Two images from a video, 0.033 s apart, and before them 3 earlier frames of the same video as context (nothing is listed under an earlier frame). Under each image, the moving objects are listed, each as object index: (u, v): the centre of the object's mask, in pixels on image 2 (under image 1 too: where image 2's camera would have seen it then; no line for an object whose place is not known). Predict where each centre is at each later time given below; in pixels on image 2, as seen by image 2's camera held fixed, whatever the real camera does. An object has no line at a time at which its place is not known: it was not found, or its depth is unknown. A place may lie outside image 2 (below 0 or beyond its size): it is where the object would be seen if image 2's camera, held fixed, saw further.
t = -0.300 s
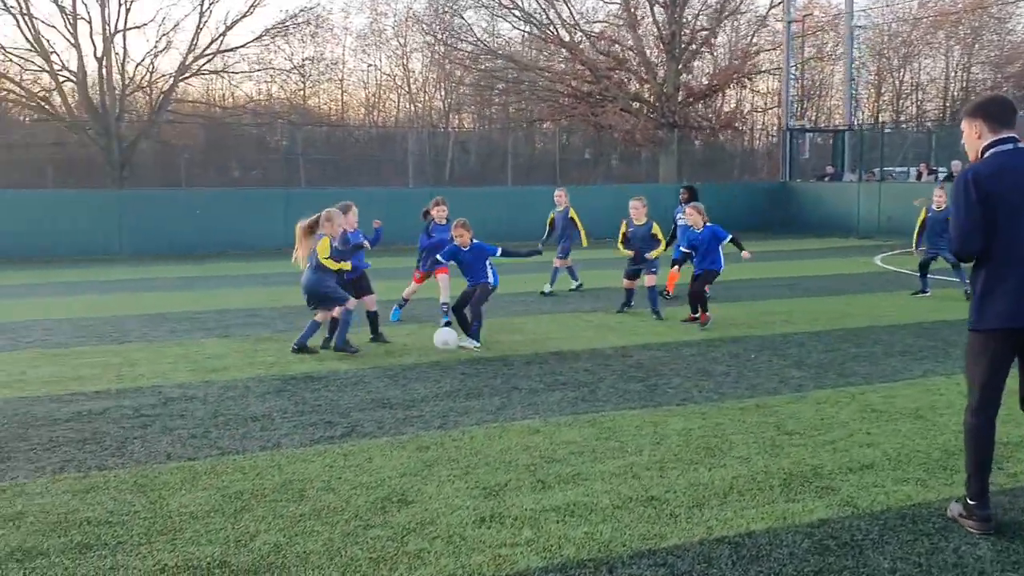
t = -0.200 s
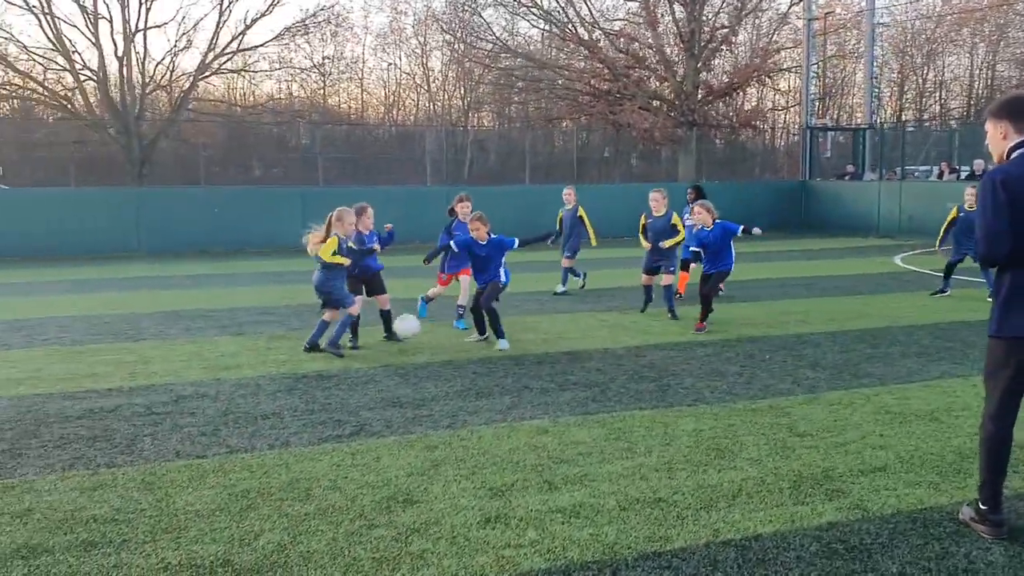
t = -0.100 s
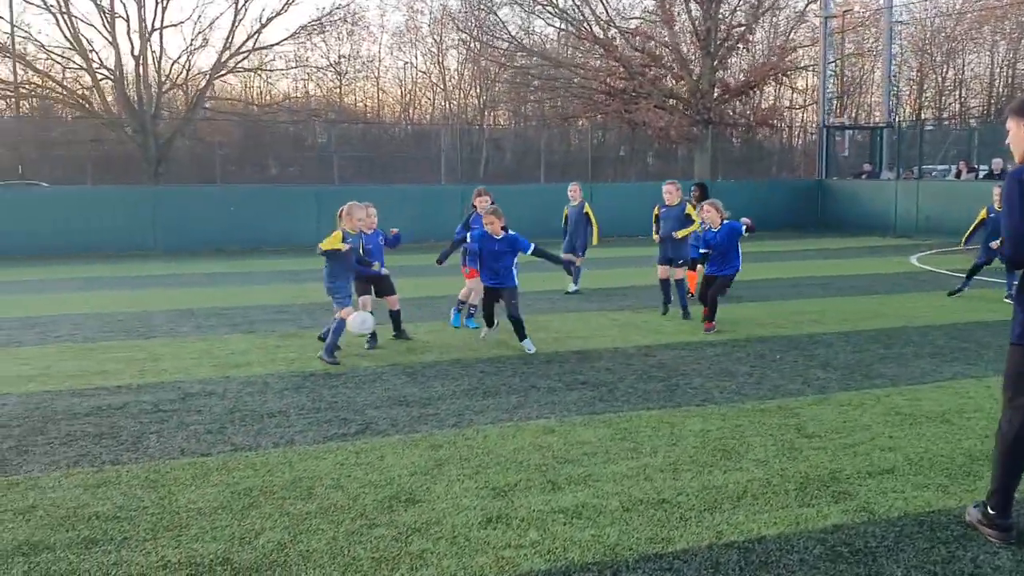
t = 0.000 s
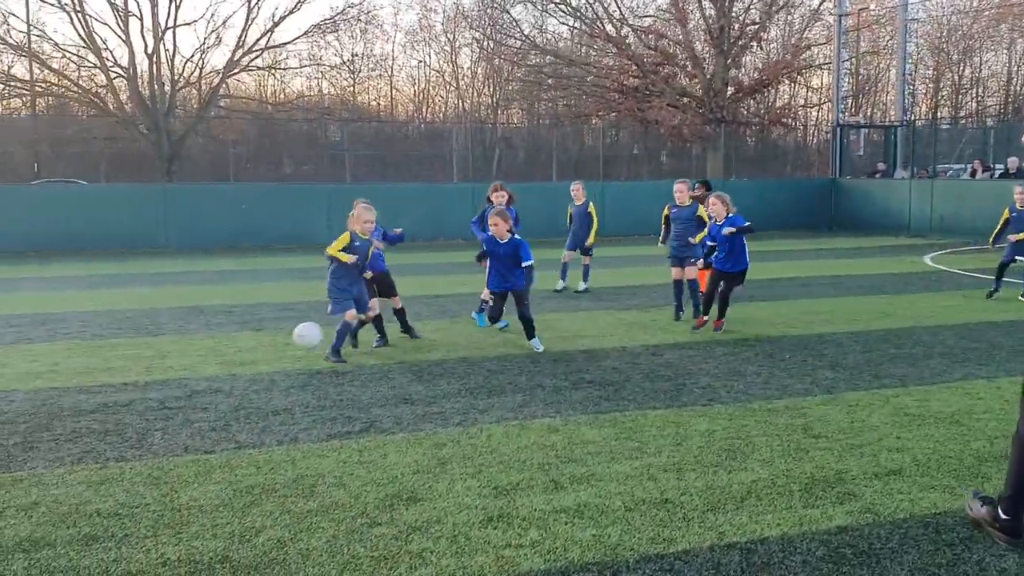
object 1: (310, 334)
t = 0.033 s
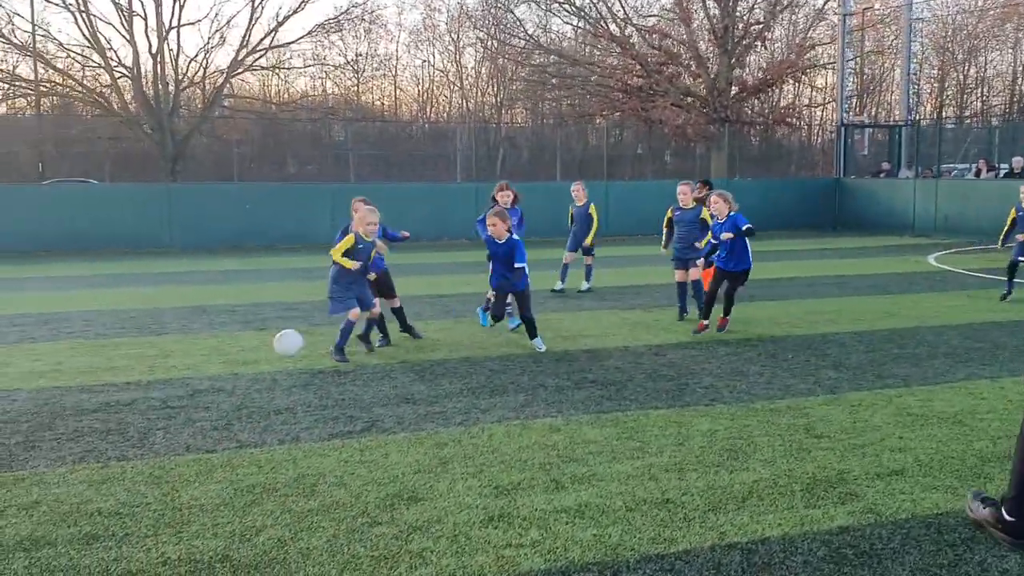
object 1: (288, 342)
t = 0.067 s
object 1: (266, 352)
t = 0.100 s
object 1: (243, 363)
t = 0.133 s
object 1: (221, 377)
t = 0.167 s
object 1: (200, 390)
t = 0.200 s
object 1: (184, 384)
